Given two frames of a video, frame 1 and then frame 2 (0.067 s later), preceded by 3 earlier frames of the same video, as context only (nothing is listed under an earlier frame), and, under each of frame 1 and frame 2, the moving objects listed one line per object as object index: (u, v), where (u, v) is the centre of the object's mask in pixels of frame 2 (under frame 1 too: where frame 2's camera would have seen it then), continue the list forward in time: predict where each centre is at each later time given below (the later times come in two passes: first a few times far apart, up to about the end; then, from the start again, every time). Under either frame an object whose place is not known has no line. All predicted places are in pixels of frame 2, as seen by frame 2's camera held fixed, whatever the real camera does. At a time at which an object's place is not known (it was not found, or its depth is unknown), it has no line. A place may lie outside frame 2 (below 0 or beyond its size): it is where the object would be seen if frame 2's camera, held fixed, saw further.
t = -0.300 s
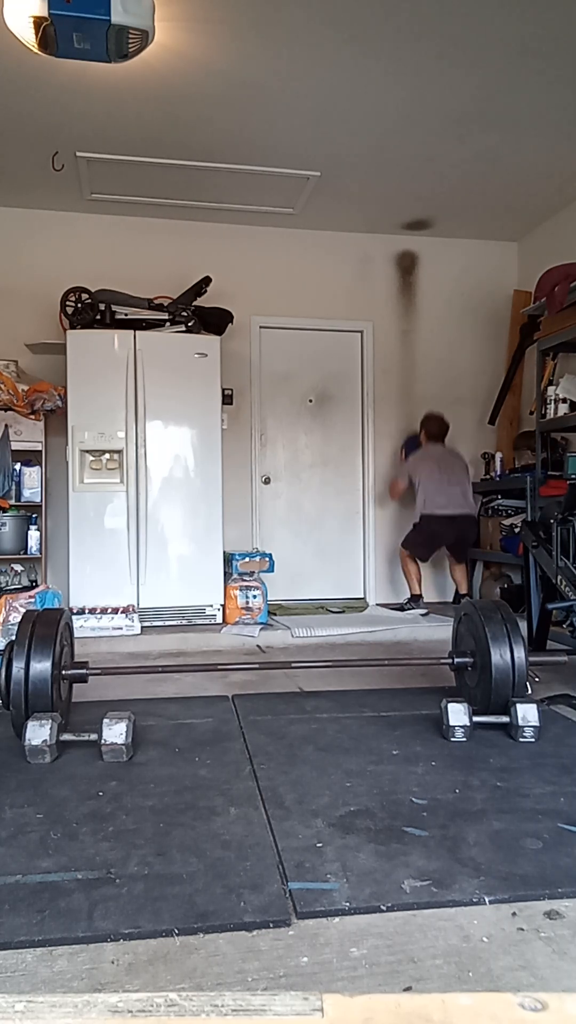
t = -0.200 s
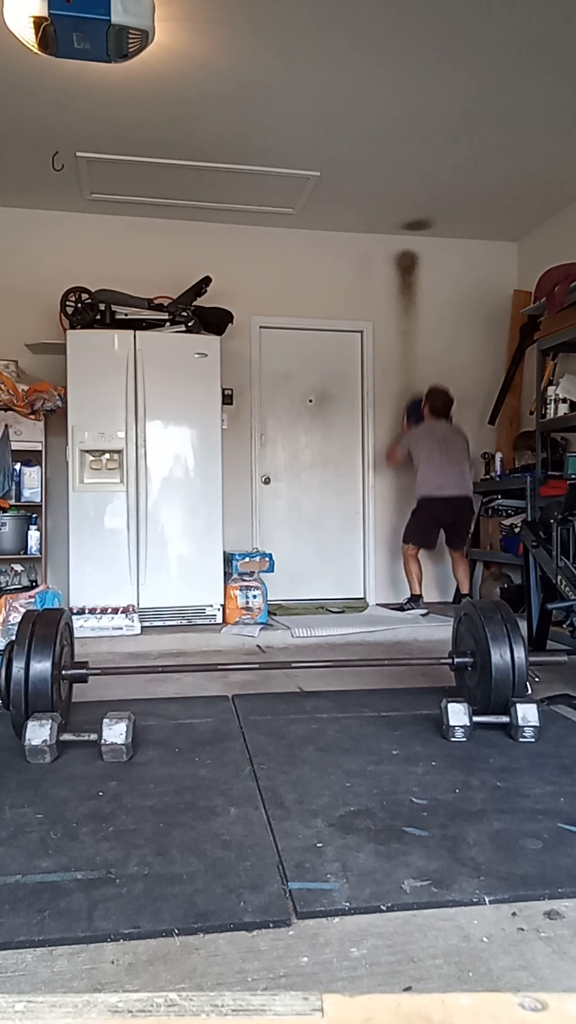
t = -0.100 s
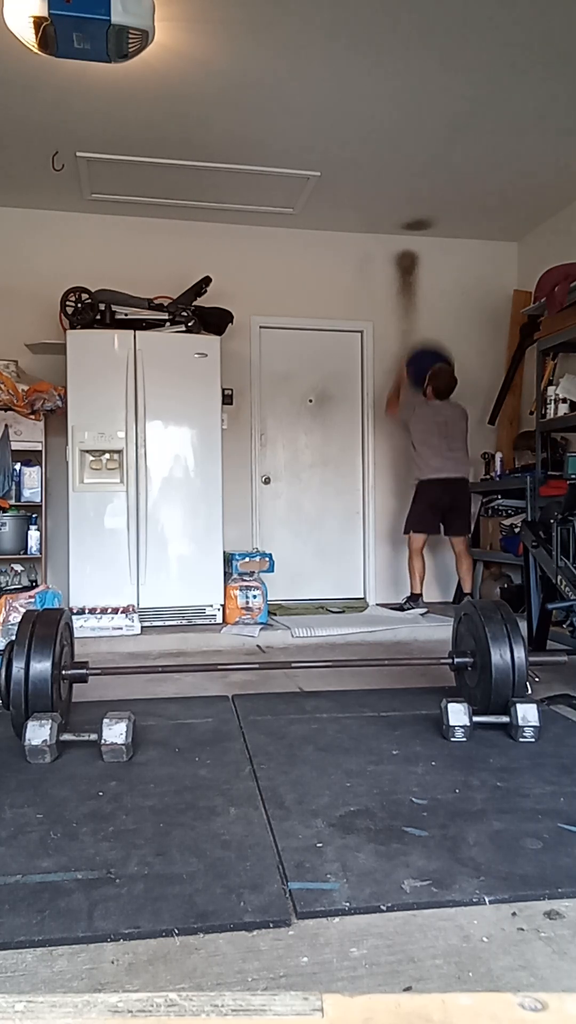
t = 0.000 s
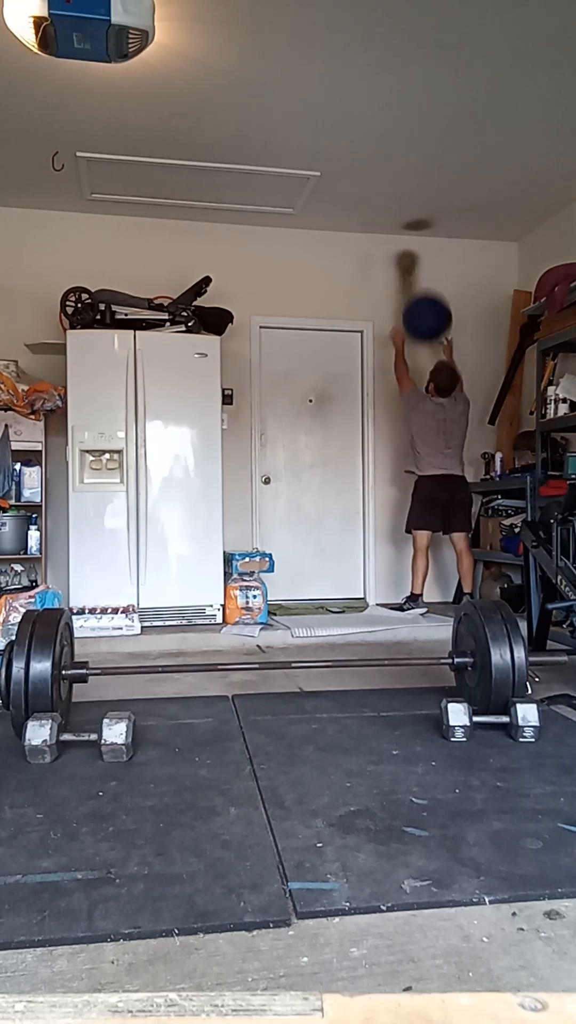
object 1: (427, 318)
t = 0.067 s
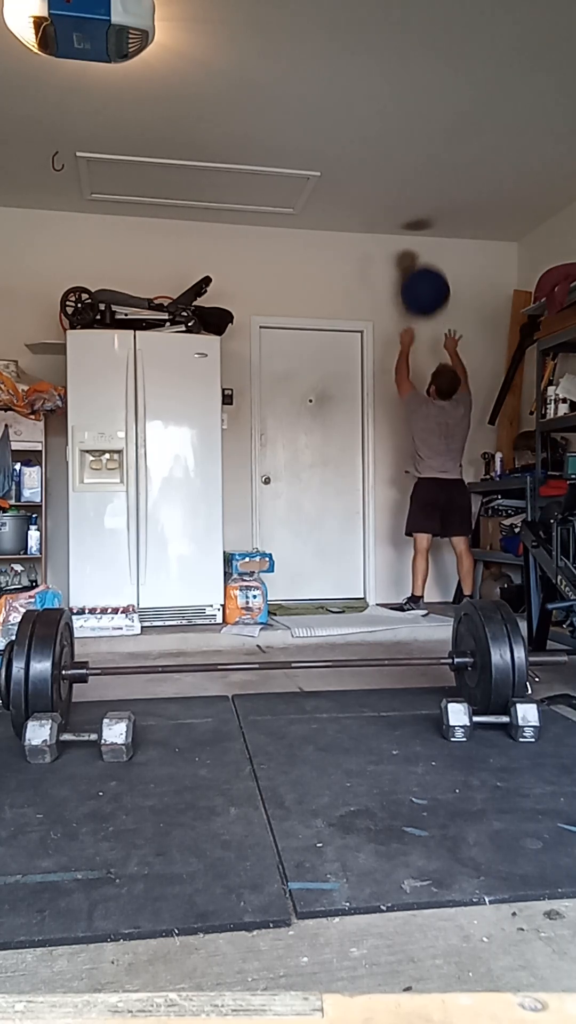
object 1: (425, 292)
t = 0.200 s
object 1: (421, 258)
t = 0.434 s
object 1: (420, 263)
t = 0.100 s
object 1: (424, 281)
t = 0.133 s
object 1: (423, 271)
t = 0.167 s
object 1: (421, 264)
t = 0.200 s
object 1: (421, 258)
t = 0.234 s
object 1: (420, 253)
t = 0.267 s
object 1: (419, 250)
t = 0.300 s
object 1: (419, 250)
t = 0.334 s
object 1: (419, 251)
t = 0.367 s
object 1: (419, 254)
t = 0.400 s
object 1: (419, 258)
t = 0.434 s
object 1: (420, 263)
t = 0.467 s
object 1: (420, 269)
